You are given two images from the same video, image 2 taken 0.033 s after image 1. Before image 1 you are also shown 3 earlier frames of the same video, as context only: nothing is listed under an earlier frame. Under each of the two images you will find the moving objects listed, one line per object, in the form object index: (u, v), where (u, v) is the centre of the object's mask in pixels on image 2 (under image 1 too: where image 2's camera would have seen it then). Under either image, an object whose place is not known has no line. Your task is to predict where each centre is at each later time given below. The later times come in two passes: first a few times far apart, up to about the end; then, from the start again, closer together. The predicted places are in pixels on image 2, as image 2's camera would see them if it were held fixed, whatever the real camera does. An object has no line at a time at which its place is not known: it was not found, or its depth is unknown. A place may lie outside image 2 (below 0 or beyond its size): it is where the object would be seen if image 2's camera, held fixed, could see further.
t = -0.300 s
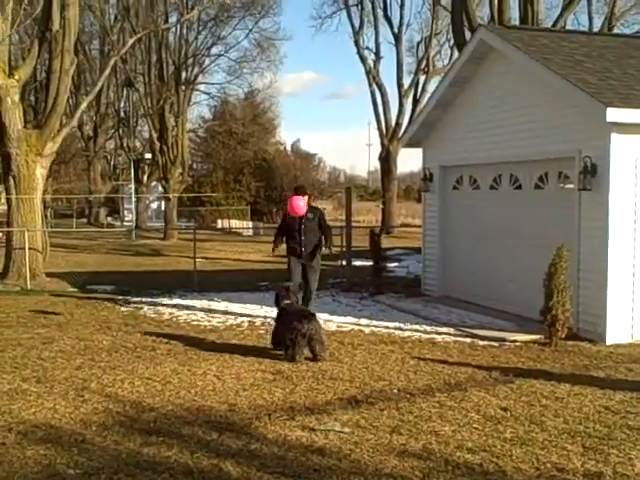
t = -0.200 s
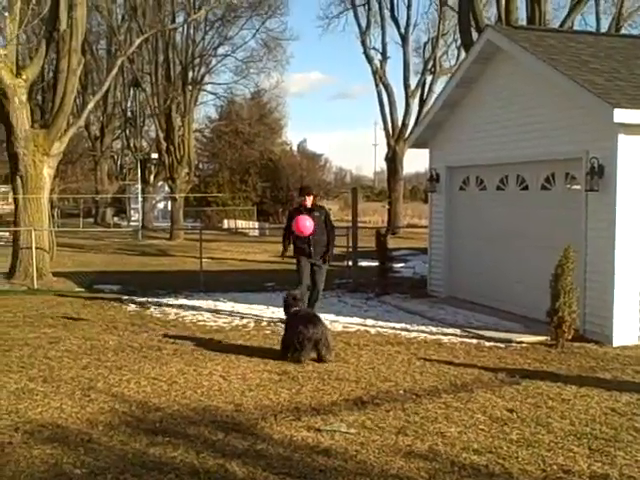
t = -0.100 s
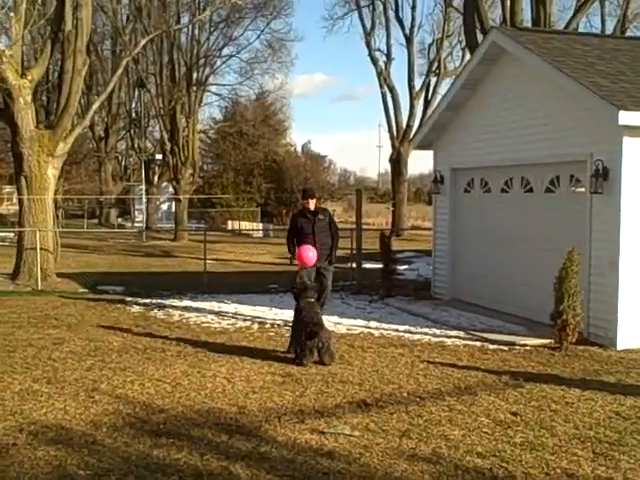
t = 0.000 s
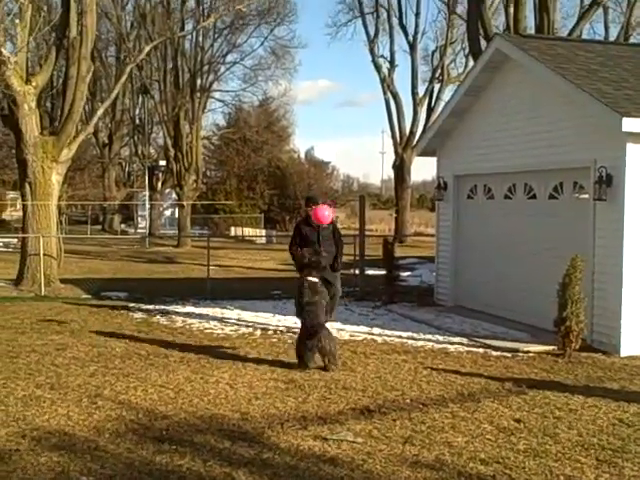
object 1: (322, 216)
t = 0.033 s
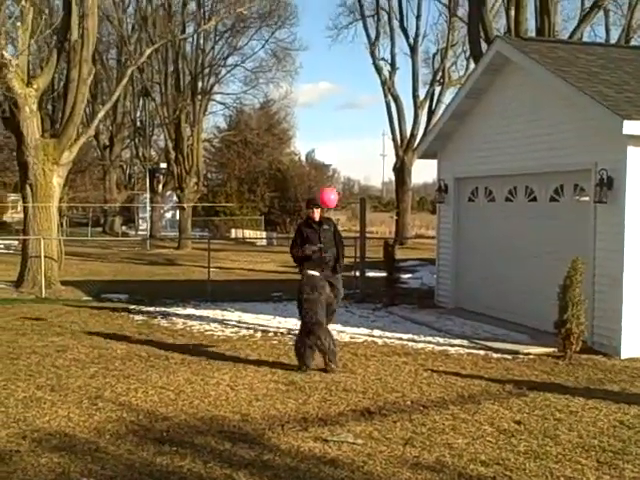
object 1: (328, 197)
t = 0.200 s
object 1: (349, 124)
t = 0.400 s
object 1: (370, 72)
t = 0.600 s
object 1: (387, 58)
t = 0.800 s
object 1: (400, 76)
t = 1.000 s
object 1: (412, 121)
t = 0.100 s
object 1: (337, 165)
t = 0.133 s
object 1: (342, 150)
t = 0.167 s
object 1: (346, 137)
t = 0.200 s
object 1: (349, 124)
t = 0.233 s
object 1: (353, 113)
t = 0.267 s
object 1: (356, 102)
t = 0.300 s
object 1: (359, 92)
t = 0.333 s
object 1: (364, 84)
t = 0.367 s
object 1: (367, 78)
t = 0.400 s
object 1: (370, 72)
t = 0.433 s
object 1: (373, 68)
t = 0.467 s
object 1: (376, 64)
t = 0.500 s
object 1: (378, 61)
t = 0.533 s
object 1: (381, 58)
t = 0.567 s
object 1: (384, 58)
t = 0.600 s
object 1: (387, 58)
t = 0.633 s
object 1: (389, 59)
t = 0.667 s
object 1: (392, 62)
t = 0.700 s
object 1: (394, 64)
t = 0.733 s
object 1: (396, 67)
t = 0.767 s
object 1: (398, 71)
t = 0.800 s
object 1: (400, 76)
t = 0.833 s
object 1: (402, 82)
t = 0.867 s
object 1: (404, 89)
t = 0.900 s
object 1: (406, 96)
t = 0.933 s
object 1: (408, 104)
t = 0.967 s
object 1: (410, 113)
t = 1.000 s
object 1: (412, 121)
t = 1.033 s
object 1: (413, 130)
